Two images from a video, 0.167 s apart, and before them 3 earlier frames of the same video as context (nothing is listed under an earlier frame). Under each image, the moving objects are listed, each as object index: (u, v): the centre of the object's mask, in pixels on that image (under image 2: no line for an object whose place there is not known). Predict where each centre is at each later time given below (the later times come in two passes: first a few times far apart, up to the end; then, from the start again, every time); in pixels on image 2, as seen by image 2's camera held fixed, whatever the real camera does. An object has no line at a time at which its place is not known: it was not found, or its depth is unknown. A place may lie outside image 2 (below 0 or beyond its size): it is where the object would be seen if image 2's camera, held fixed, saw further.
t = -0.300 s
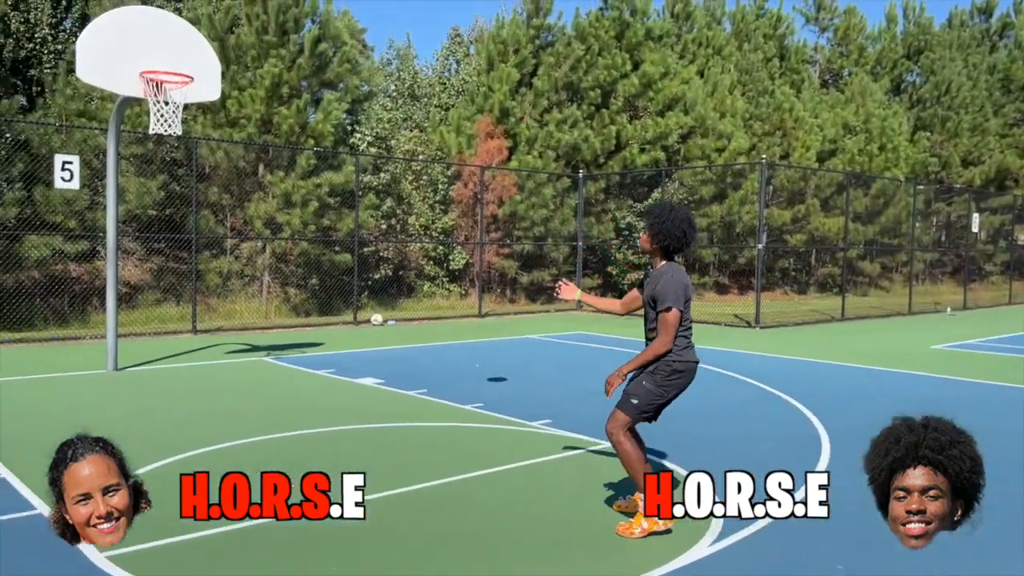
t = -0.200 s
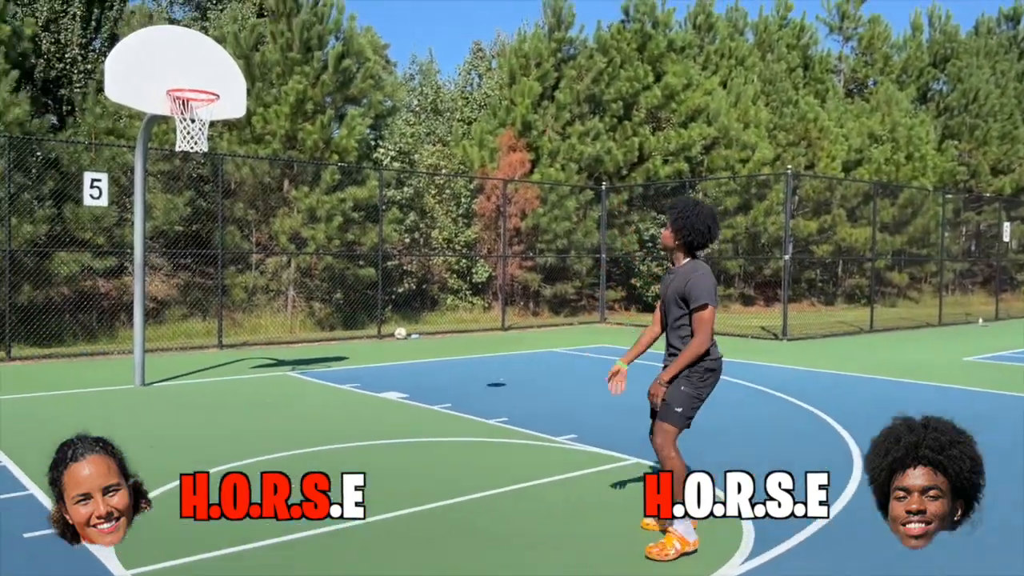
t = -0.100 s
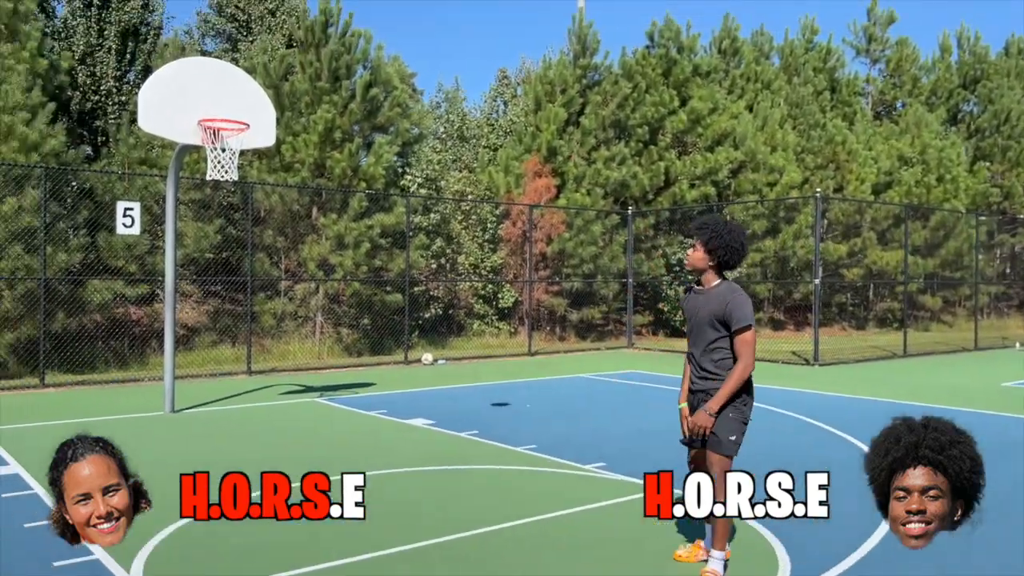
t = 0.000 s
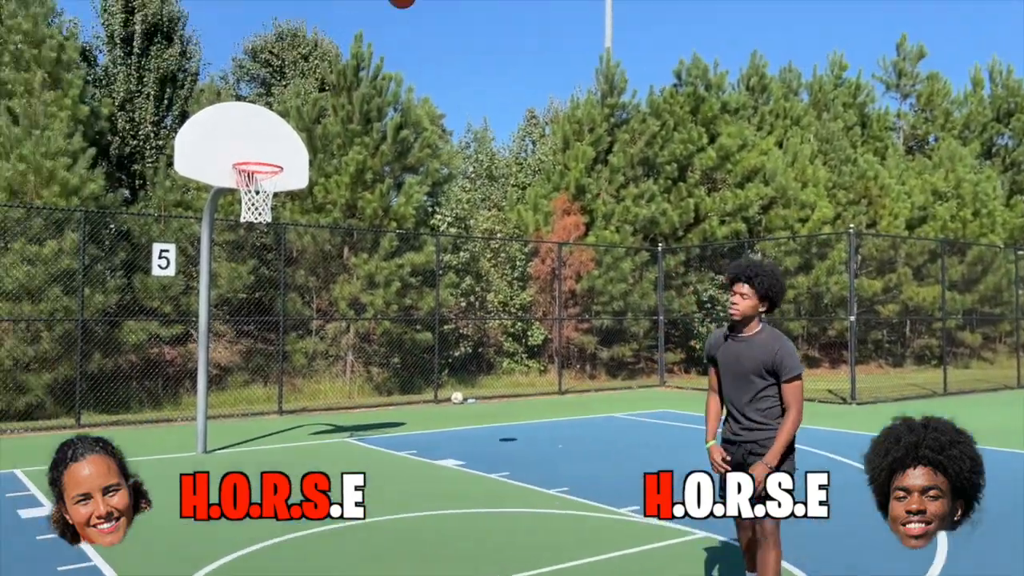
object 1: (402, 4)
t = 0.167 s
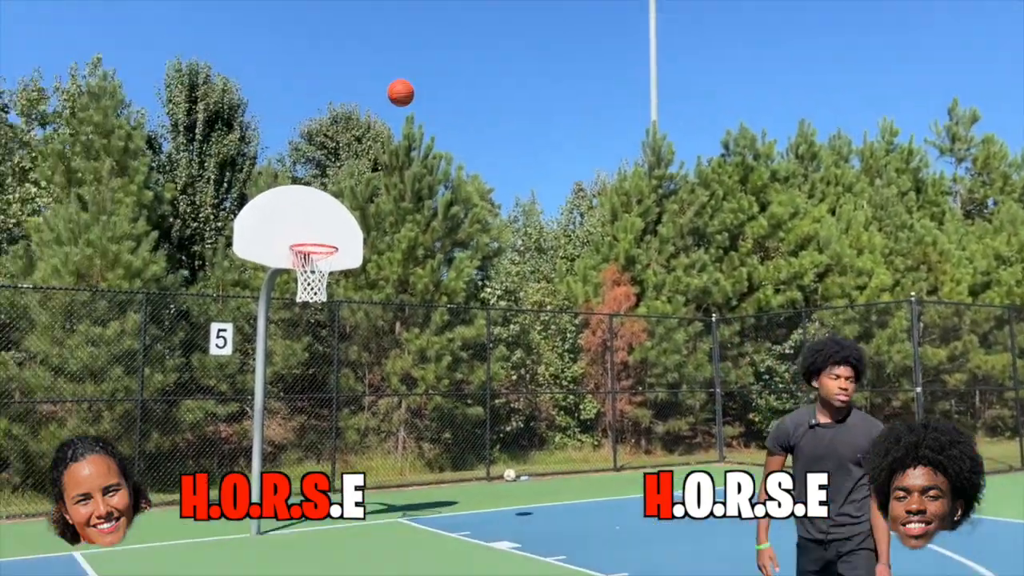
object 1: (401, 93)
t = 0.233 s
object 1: (382, 107)
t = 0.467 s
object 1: (327, 182)
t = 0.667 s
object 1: (321, 219)
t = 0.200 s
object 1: (391, 99)
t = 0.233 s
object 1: (382, 107)
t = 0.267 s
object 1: (374, 115)
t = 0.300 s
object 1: (365, 123)
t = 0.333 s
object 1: (357, 134)
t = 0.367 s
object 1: (349, 144)
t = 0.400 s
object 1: (341, 156)
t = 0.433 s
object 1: (334, 169)
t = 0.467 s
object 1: (327, 182)
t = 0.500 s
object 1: (319, 197)
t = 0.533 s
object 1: (312, 211)
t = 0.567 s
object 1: (305, 227)
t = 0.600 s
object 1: (300, 239)
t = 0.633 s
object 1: (310, 228)
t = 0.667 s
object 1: (321, 219)
